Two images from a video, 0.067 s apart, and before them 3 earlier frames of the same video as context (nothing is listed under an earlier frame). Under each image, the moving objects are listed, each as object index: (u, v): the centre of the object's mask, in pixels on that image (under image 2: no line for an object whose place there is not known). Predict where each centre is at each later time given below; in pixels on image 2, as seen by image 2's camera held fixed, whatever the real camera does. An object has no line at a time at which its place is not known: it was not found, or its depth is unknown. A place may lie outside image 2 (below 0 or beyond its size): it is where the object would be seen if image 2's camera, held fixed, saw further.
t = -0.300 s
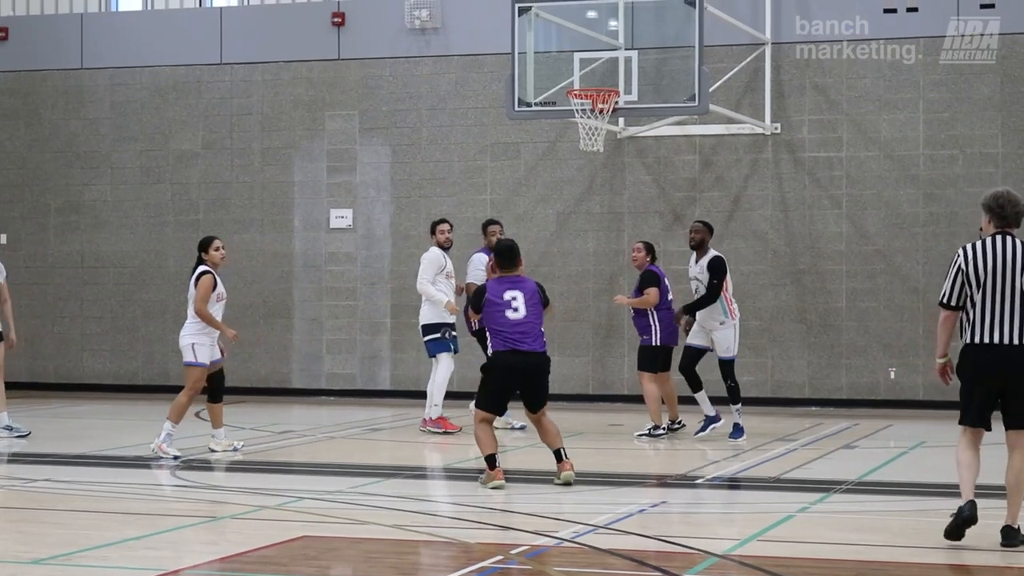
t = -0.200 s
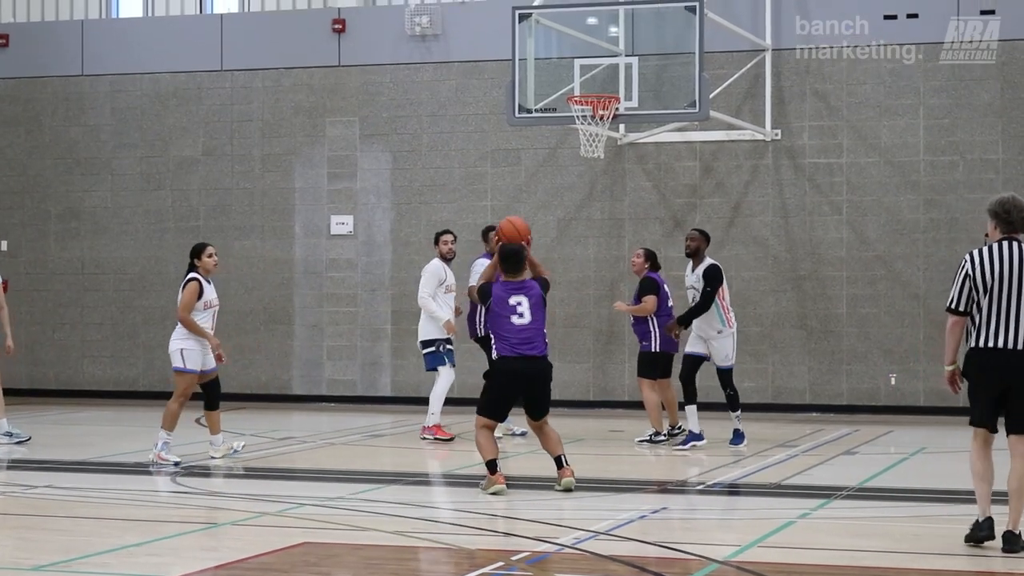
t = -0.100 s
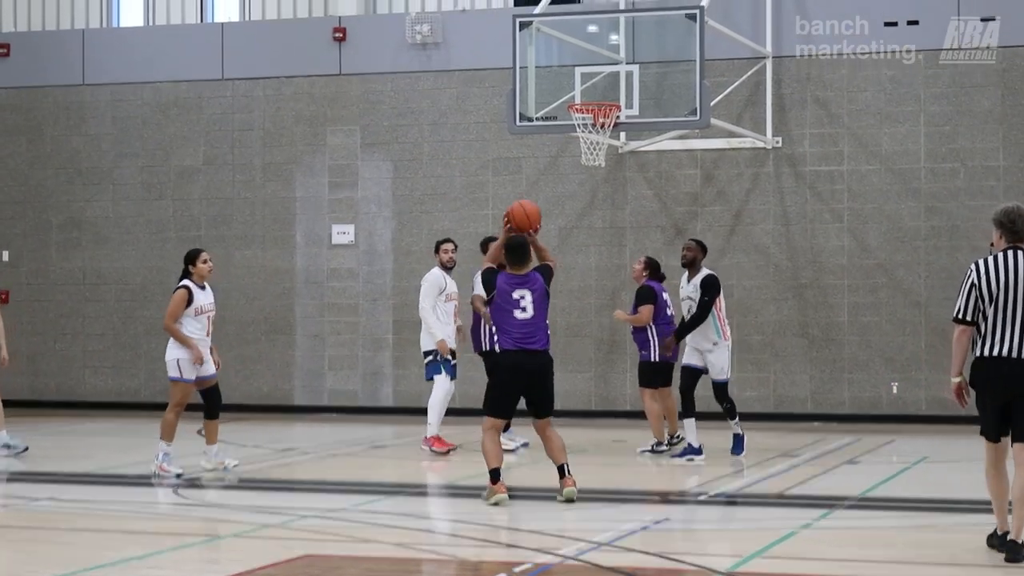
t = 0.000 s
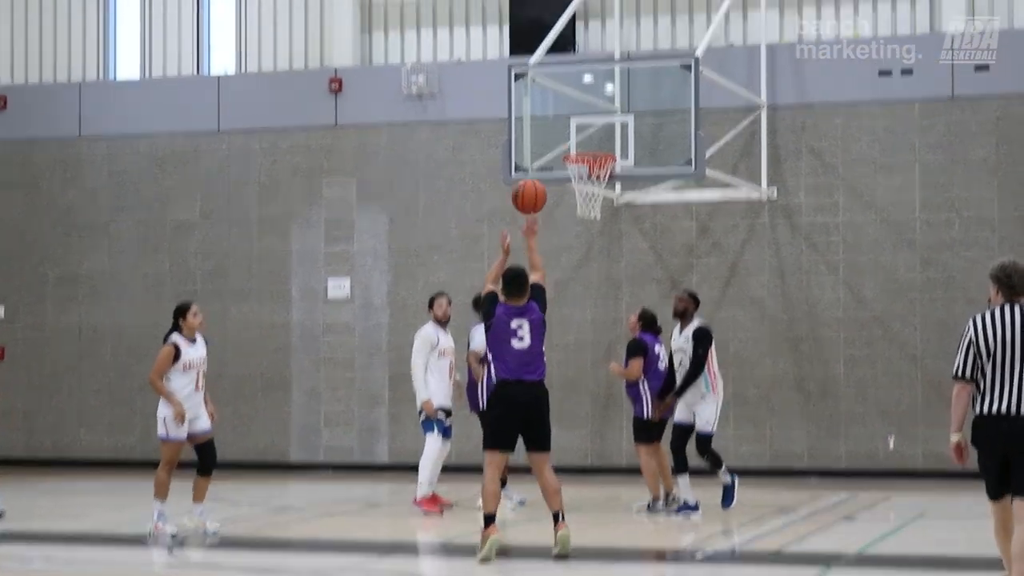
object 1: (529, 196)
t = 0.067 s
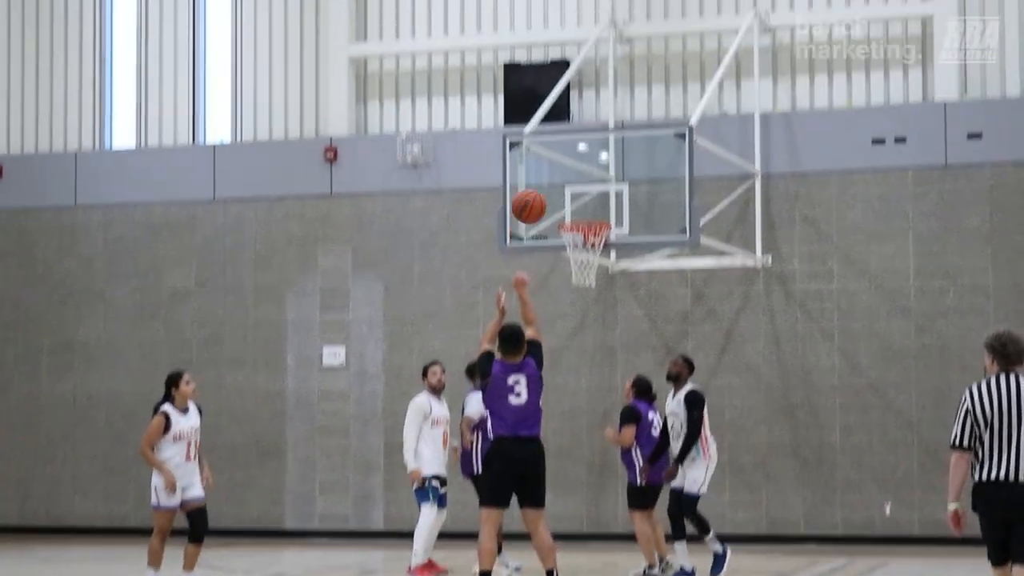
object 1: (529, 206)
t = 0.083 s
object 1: (529, 193)
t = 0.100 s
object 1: (530, 181)
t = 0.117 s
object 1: (532, 170)
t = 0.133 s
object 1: (533, 158)
